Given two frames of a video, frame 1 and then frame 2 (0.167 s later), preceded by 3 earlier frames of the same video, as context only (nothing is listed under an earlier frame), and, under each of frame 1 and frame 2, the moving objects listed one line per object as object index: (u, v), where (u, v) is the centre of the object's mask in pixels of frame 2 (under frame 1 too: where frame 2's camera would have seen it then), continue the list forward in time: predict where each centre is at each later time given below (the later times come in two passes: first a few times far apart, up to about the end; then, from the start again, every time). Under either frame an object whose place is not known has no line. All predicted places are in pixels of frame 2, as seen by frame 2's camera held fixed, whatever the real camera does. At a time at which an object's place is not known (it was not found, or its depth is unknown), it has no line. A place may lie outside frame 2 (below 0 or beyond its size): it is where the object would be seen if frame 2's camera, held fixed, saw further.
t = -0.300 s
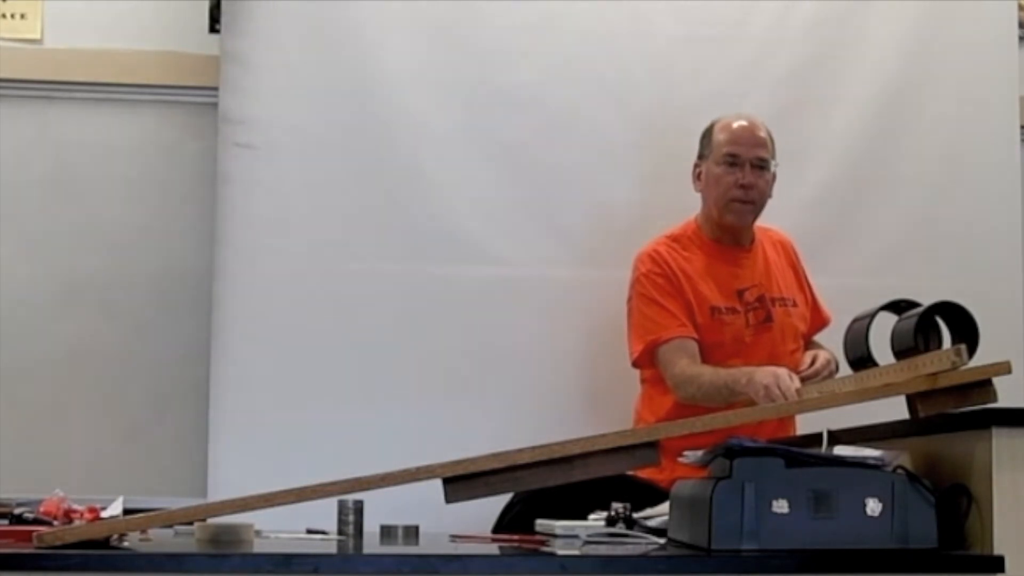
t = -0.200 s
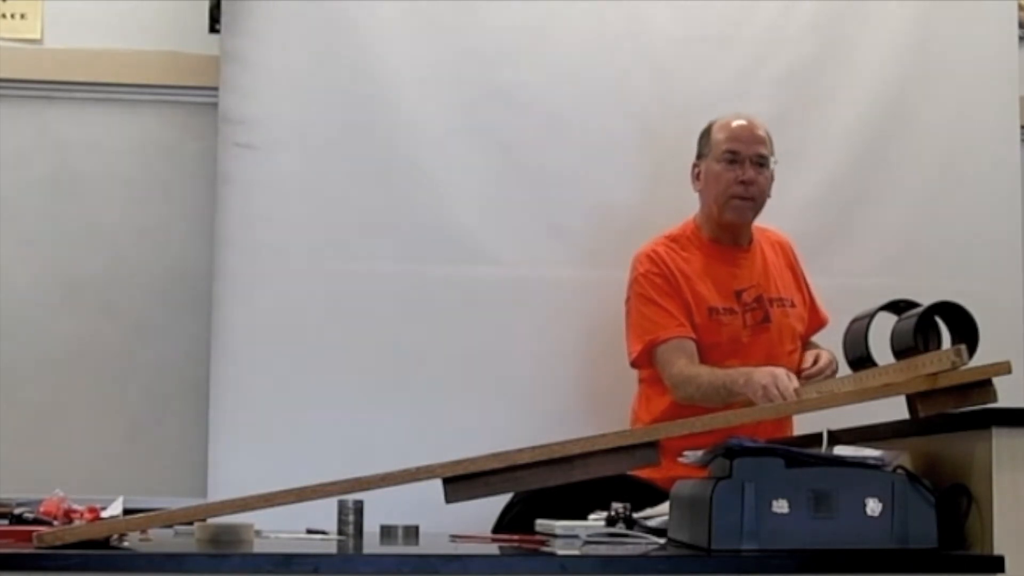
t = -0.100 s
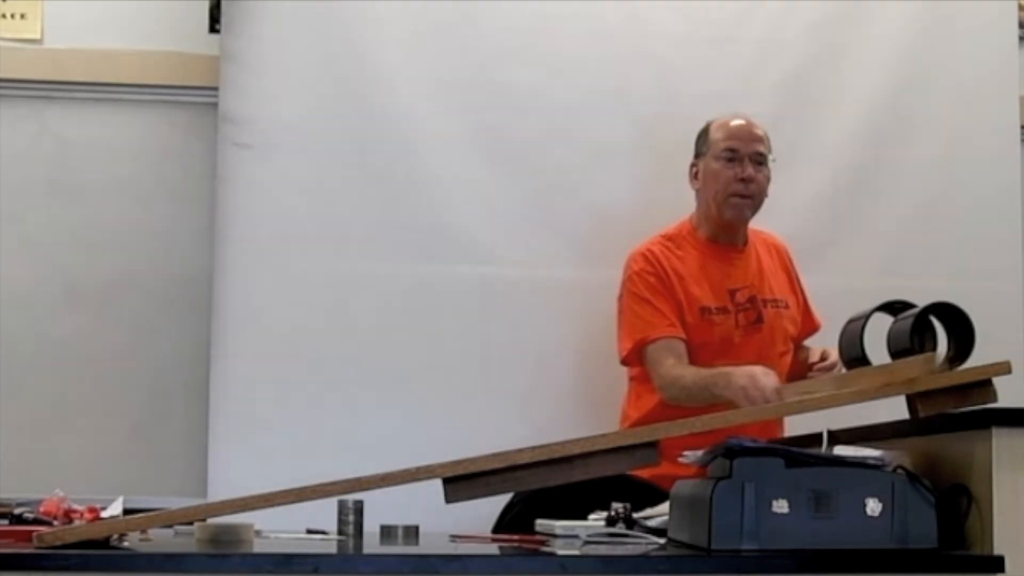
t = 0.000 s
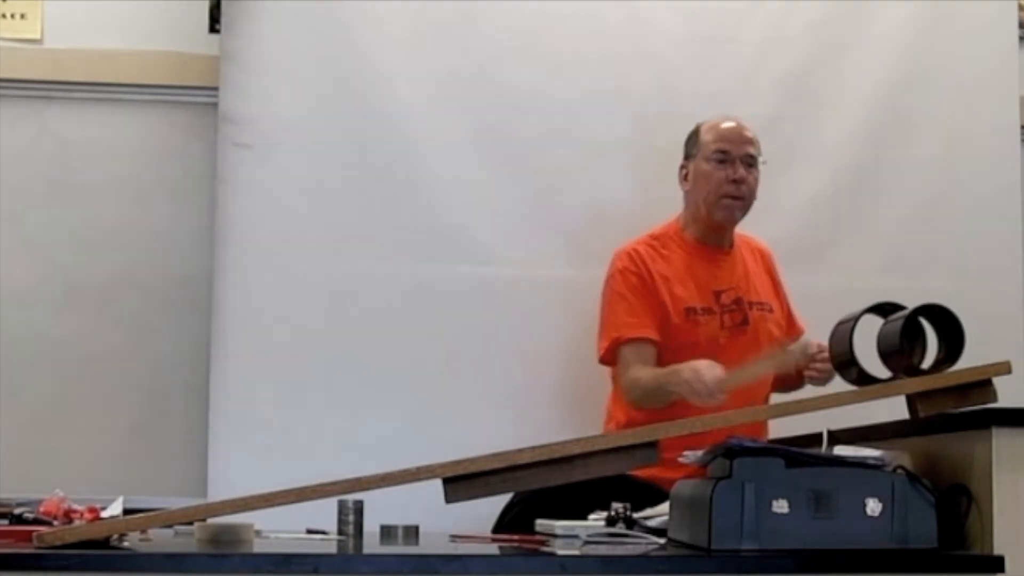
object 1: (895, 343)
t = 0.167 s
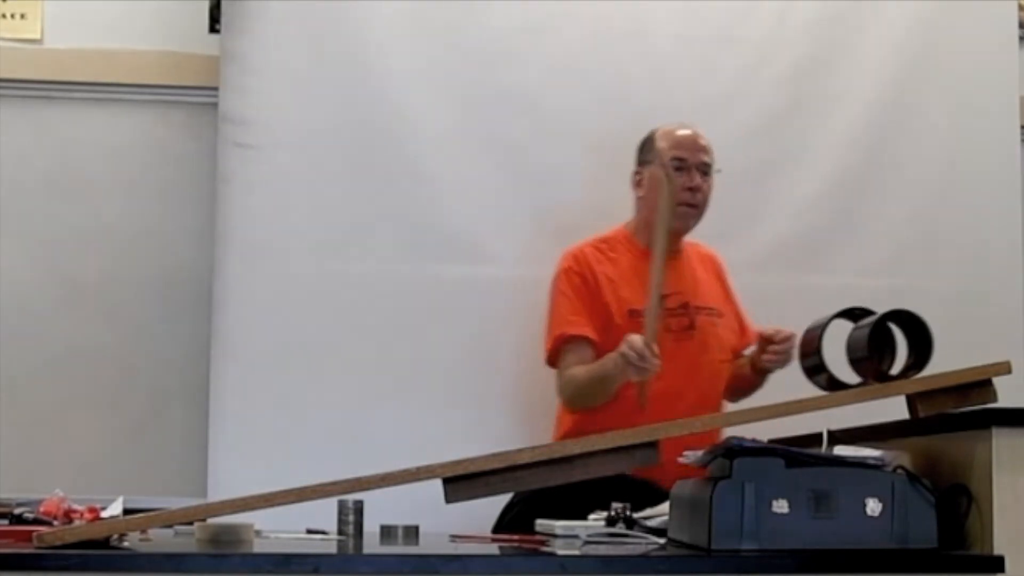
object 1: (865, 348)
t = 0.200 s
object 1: (856, 350)
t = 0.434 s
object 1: (780, 363)
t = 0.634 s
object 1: (687, 379)
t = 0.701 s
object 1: (655, 386)
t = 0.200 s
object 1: (856, 350)
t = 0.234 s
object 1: (848, 351)
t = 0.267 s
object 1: (838, 353)
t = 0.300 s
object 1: (828, 355)
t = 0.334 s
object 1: (817, 357)
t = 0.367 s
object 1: (805, 359)
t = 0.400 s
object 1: (793, 361)
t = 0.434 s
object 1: (780, 363)
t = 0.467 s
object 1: (766, 365)
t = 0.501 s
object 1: (751, 368)
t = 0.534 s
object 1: (736, 370)
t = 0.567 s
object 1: (720, 373)
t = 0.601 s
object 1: (703, 376)
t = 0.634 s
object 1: (687, 379)
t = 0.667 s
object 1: (675, 383)
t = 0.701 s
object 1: (655, 386)
